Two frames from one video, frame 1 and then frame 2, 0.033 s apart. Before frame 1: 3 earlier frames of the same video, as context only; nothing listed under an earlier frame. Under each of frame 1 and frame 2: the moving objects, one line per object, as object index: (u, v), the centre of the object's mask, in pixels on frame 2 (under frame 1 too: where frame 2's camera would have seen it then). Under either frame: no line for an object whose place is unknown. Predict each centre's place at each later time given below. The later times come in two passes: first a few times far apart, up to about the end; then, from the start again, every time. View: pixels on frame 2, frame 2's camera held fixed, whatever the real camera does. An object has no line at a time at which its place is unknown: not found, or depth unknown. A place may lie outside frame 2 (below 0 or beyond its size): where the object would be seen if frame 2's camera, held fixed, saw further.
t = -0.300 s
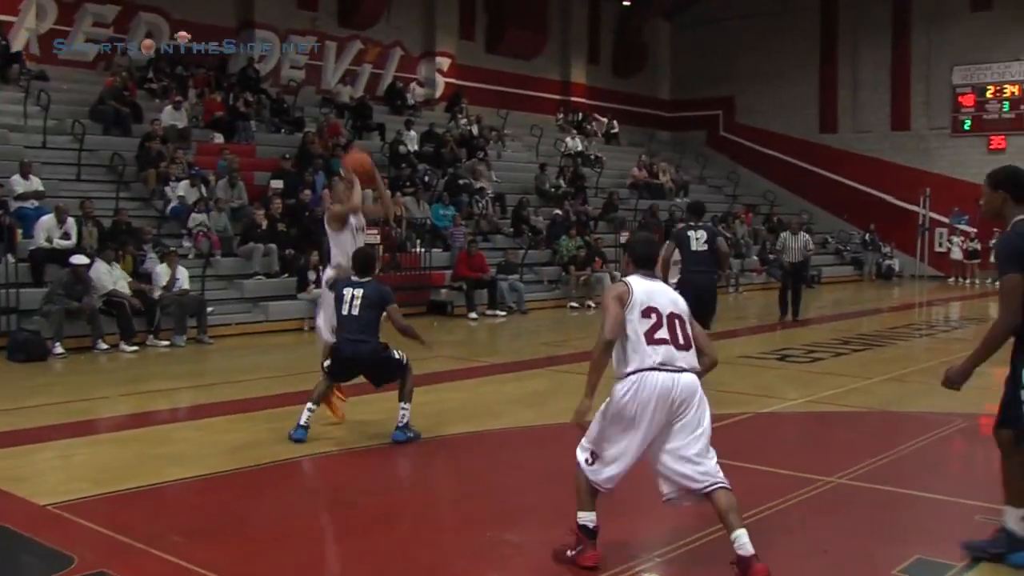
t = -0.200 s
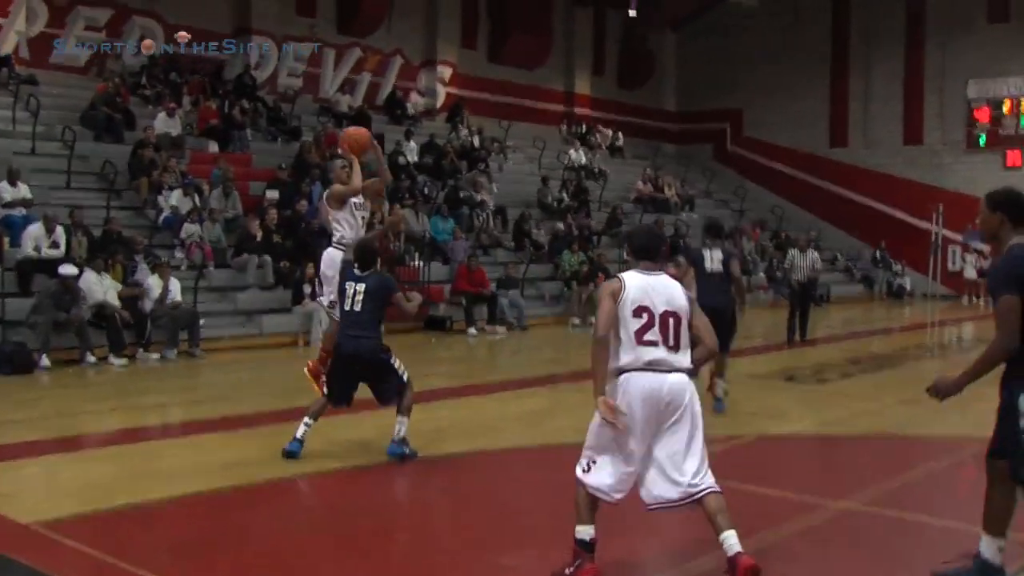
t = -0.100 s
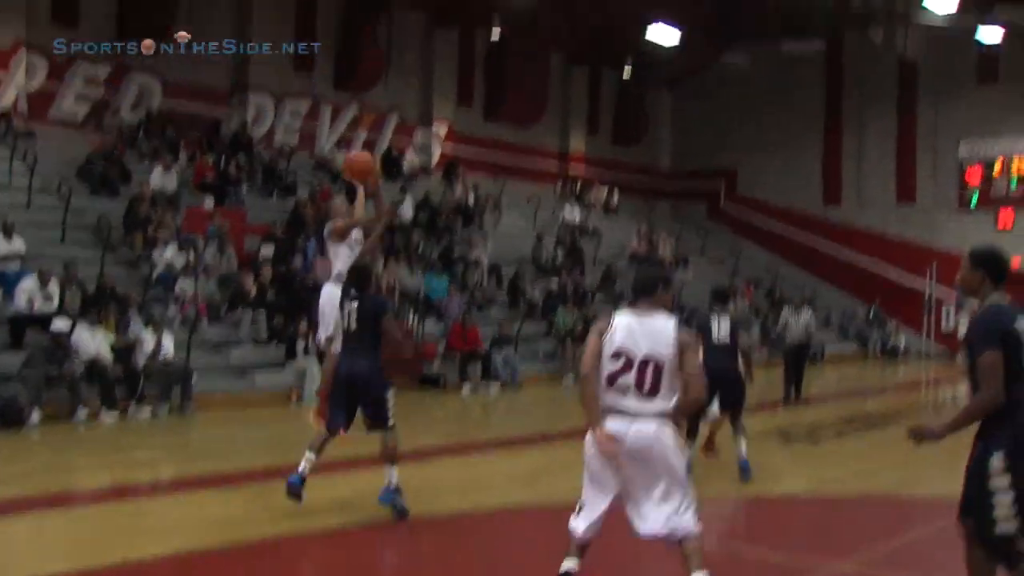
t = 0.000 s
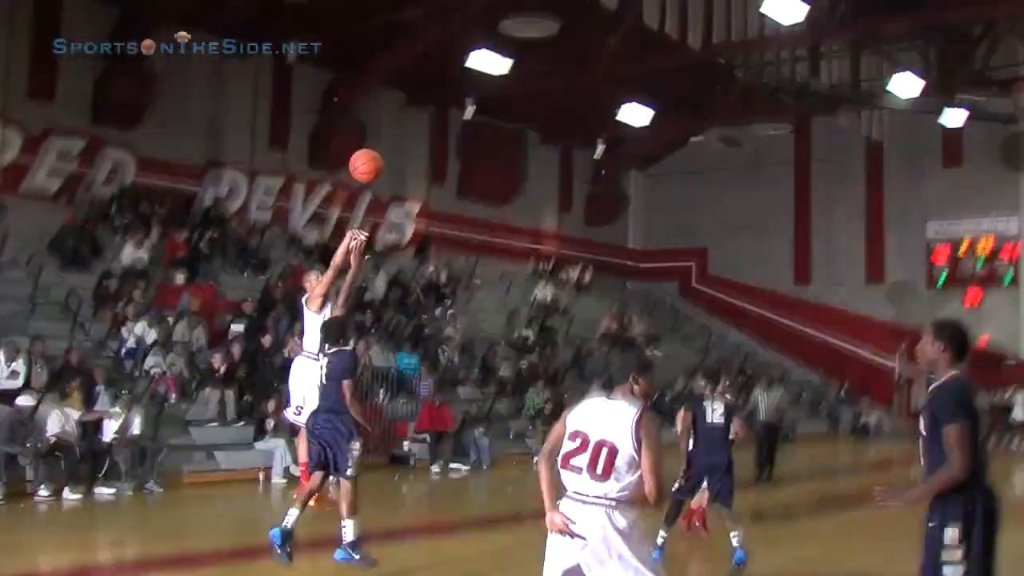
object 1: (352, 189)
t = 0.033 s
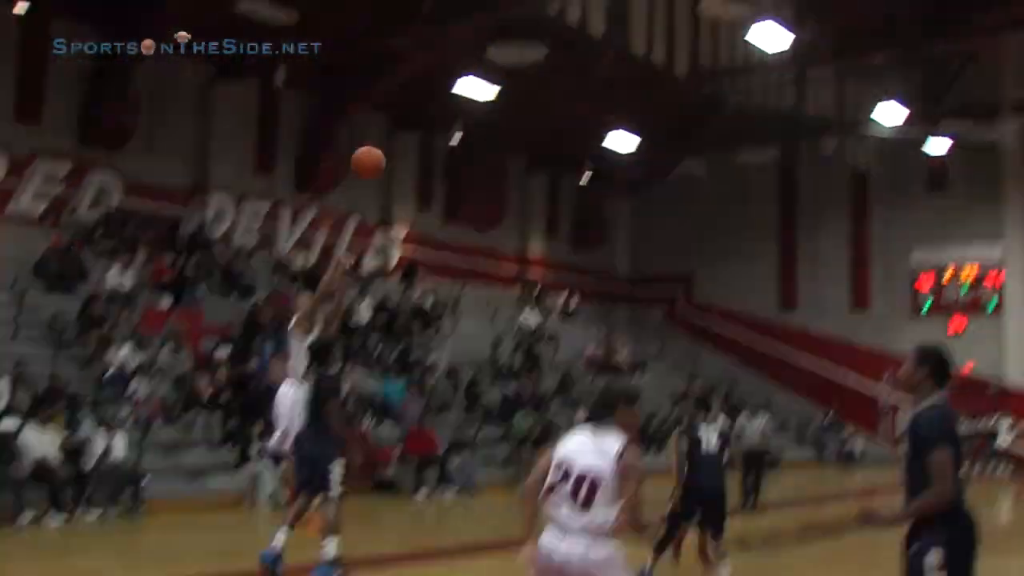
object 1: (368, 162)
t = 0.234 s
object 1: (472, 16)
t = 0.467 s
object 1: (616, -116)
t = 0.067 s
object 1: (383, 137)
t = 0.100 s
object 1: (400, 112)
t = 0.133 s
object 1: (417, 87)
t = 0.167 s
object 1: (435, 64)
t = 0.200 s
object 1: (454, 39)
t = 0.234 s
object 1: (472, 16)
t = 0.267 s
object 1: (490, -6)
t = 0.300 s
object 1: (510, -27)
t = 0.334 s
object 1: (530, -48)
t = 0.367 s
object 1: (549, -68)
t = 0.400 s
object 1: (571, -87)
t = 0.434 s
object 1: (595, -103)
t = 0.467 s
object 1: (616, -116)
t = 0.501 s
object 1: (638, -130)
